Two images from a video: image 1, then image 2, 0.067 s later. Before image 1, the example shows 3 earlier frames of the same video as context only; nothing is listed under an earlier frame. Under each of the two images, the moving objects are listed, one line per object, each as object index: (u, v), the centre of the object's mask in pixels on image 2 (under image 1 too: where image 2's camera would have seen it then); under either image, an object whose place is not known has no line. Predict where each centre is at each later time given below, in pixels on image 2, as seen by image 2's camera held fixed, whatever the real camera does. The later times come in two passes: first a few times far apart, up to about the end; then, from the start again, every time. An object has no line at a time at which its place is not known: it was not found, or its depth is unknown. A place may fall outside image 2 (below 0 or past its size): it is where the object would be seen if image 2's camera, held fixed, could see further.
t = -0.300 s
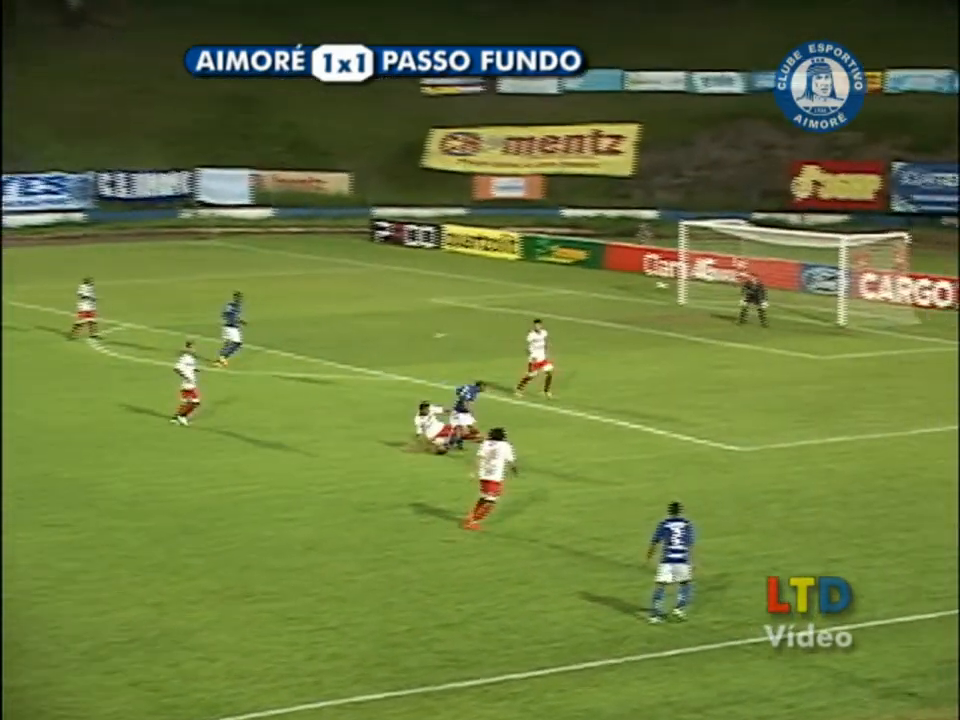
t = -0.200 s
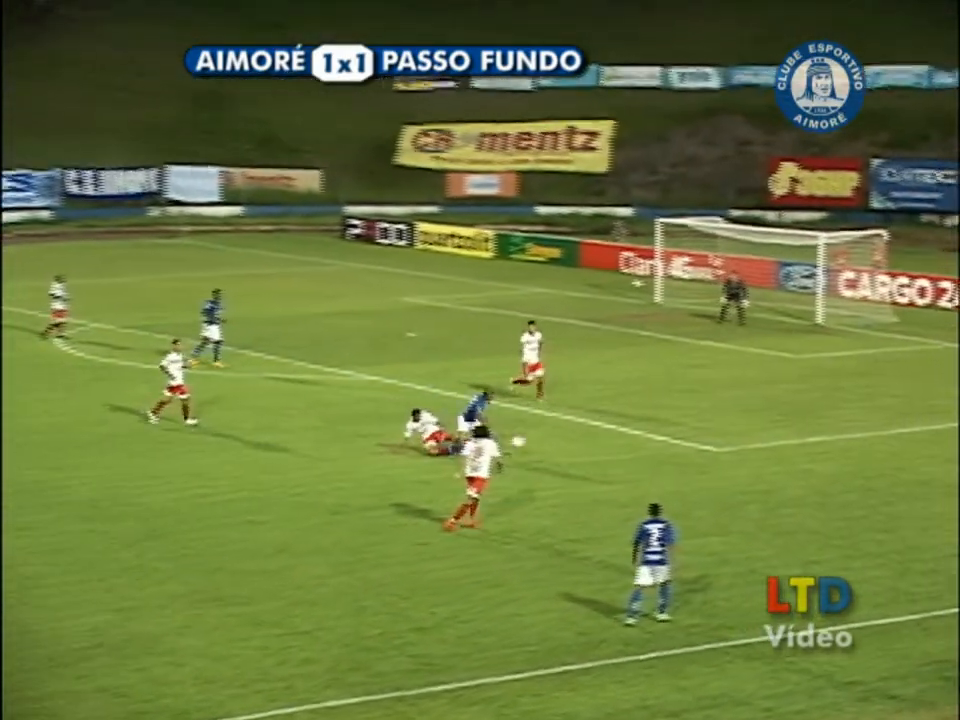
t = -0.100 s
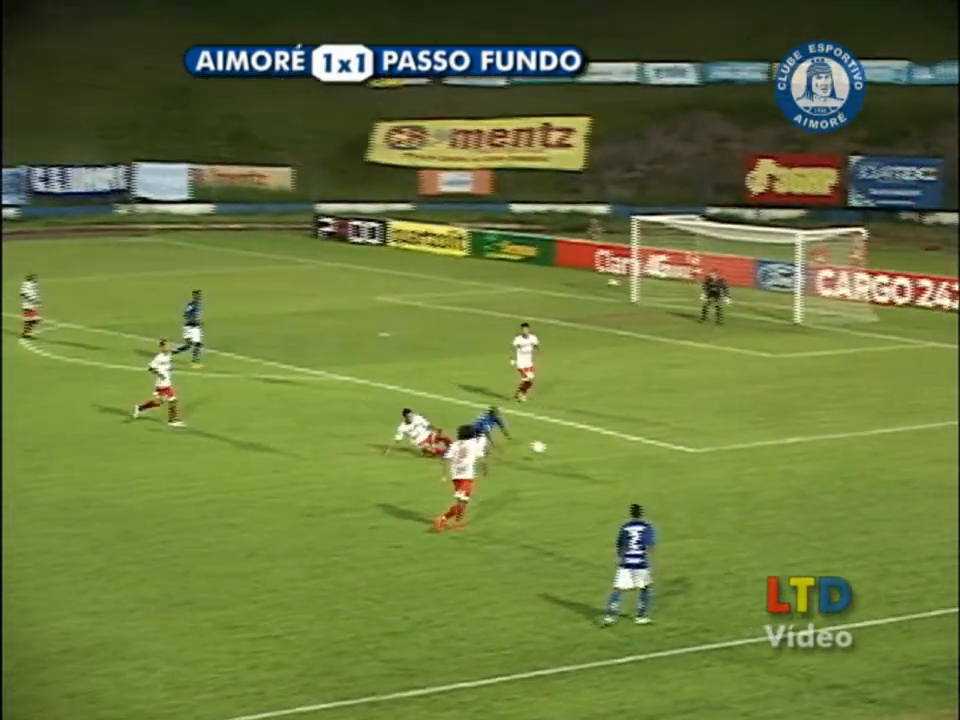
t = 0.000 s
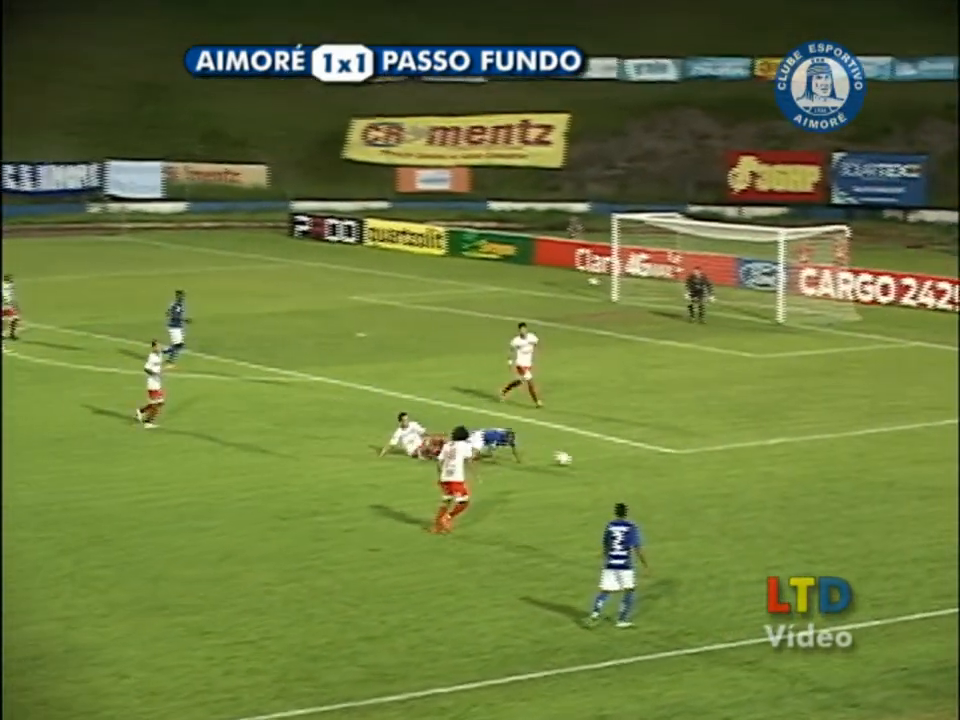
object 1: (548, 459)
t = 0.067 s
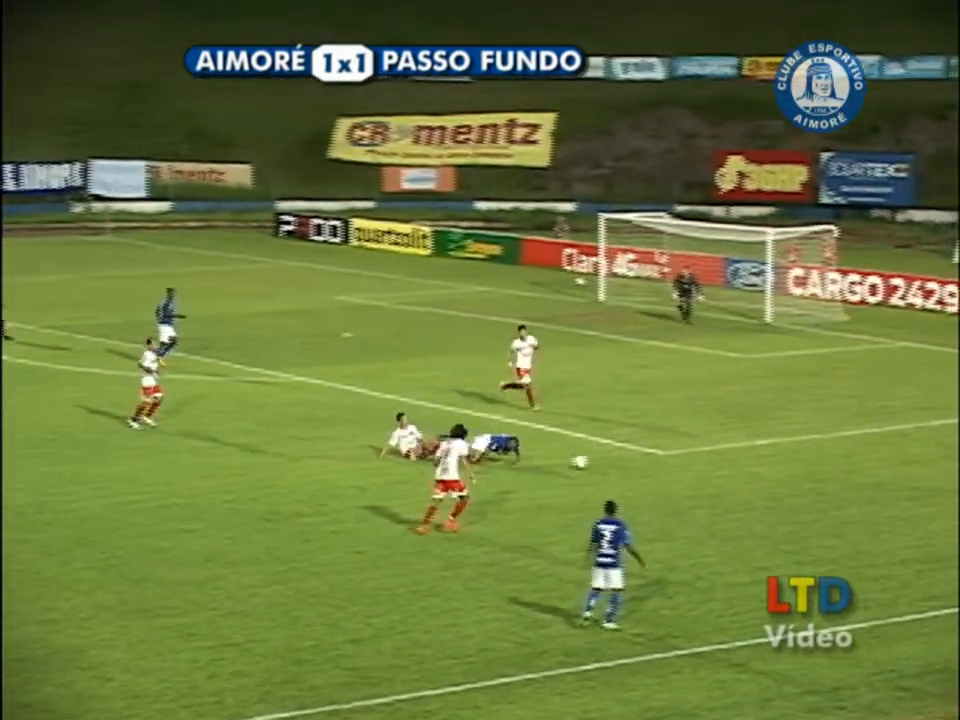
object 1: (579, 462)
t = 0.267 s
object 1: (670, 462)
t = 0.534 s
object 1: (782, 463)
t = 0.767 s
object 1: (877, 479)
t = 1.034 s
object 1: (980, 477)
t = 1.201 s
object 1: (1041, 484)
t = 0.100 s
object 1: (595, 460)
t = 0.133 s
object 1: (610, 460)
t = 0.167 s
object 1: (624, 459)
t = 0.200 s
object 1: (640, 459)
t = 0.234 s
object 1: (654, 460)
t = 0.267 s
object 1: (670, 462)
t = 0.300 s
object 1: (683, 465)
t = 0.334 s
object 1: (698, 468)
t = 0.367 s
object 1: (713, 469)
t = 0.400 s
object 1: (727, 467)
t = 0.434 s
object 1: (741, 465)
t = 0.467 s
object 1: (754, 463)
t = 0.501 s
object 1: (768, 463)
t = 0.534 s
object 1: (782, 463)
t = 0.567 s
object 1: (796, 463)
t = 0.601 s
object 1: (810, 464)
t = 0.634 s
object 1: (823, 466)
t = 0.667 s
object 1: (835, 469)
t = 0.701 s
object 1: (850, 472)
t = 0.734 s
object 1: (864, 476)
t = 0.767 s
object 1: (877, 479)
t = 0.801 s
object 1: (890, 476)
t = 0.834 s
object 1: (903, 475)
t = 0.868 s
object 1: (916, 474)
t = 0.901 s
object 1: (929, 473)
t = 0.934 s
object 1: (942, 473)
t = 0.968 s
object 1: (955, 475)
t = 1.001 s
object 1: (967, 475)
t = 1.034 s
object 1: (980, 477)
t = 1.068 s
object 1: (993, 481)
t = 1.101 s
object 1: (1006, 484)
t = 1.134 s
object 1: (1020, 486)
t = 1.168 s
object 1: (1031, 485)
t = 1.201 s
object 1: (1041, 484)
